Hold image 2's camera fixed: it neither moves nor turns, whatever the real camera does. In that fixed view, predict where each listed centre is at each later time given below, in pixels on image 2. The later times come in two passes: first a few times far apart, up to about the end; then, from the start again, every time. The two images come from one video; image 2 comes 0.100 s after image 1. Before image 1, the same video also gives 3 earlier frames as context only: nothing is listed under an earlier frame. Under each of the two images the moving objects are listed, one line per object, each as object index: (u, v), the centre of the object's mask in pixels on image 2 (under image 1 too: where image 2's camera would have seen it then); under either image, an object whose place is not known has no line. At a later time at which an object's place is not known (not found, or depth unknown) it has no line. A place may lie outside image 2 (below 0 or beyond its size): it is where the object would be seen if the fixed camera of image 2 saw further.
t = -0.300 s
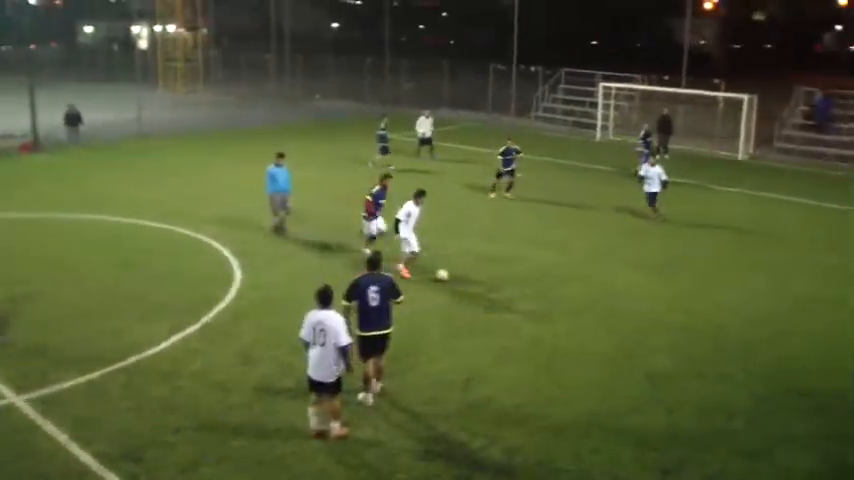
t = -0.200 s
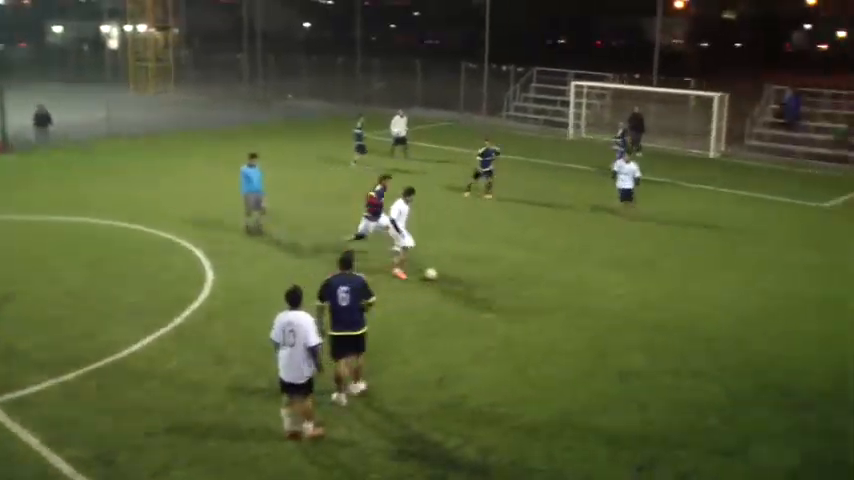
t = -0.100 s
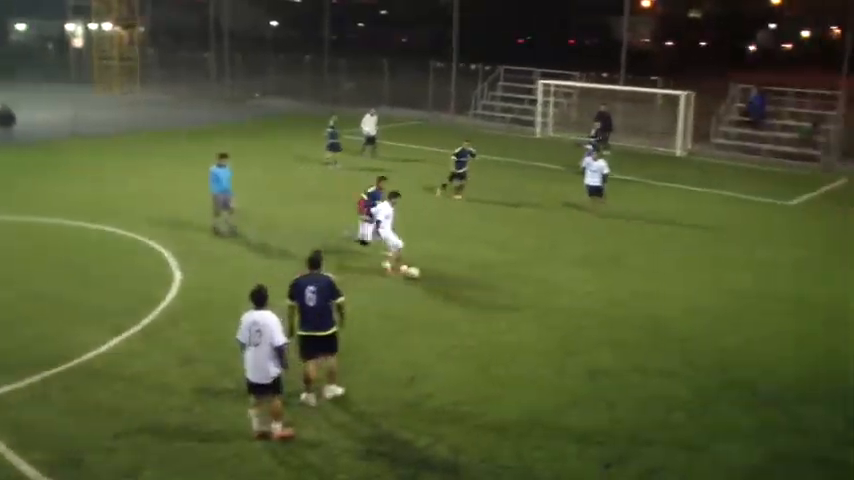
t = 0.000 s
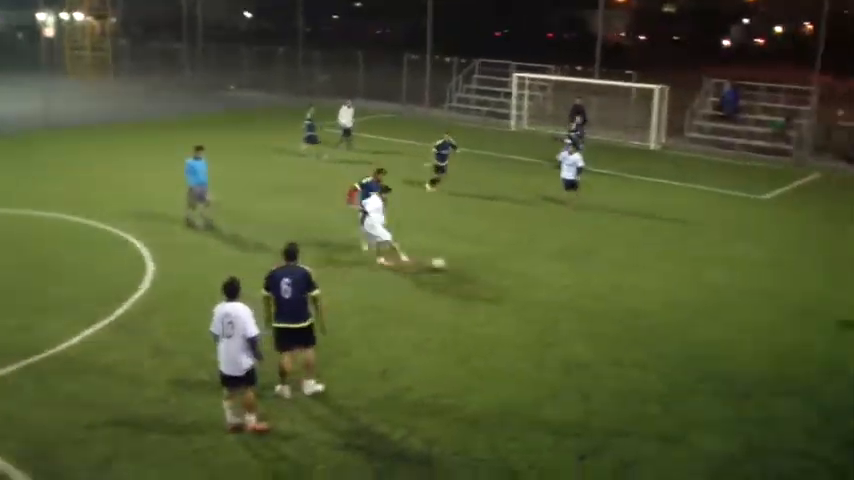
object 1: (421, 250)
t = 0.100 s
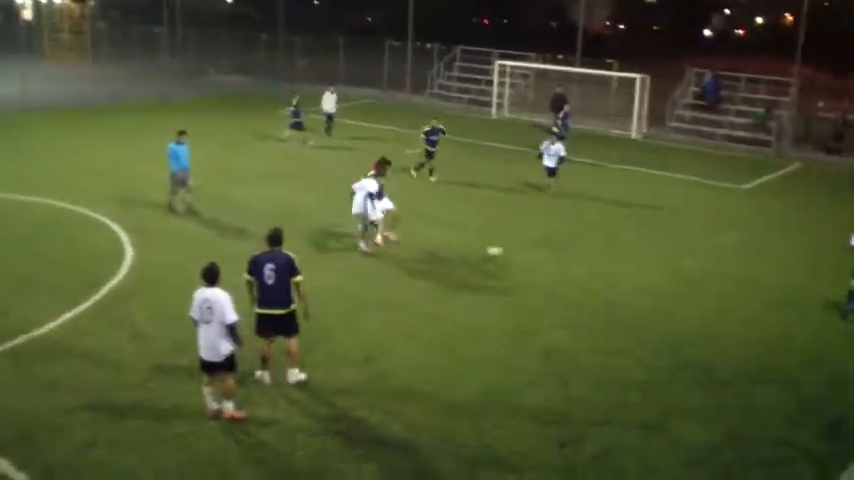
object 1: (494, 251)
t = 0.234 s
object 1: (589, 259)
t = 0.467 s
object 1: (725, 267)
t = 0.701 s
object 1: (838, 275)
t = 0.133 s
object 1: (517, 254)
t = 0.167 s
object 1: (542, 256)
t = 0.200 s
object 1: (565, 258)
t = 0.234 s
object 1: (589, 259)
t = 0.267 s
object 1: (610, 260)
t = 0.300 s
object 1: (632, 261)
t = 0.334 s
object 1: (652, 262)
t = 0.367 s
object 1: (672, 263)
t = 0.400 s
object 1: (689, 264)
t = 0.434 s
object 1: (707, 264)
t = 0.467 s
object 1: (725, 267)
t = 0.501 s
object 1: (745, 269)
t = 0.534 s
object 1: (760, 269)
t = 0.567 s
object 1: (777, 270)
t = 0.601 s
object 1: (792, 271)
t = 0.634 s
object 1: (809, 272)
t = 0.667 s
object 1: (825, 275)
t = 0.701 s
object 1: (838, 275)
